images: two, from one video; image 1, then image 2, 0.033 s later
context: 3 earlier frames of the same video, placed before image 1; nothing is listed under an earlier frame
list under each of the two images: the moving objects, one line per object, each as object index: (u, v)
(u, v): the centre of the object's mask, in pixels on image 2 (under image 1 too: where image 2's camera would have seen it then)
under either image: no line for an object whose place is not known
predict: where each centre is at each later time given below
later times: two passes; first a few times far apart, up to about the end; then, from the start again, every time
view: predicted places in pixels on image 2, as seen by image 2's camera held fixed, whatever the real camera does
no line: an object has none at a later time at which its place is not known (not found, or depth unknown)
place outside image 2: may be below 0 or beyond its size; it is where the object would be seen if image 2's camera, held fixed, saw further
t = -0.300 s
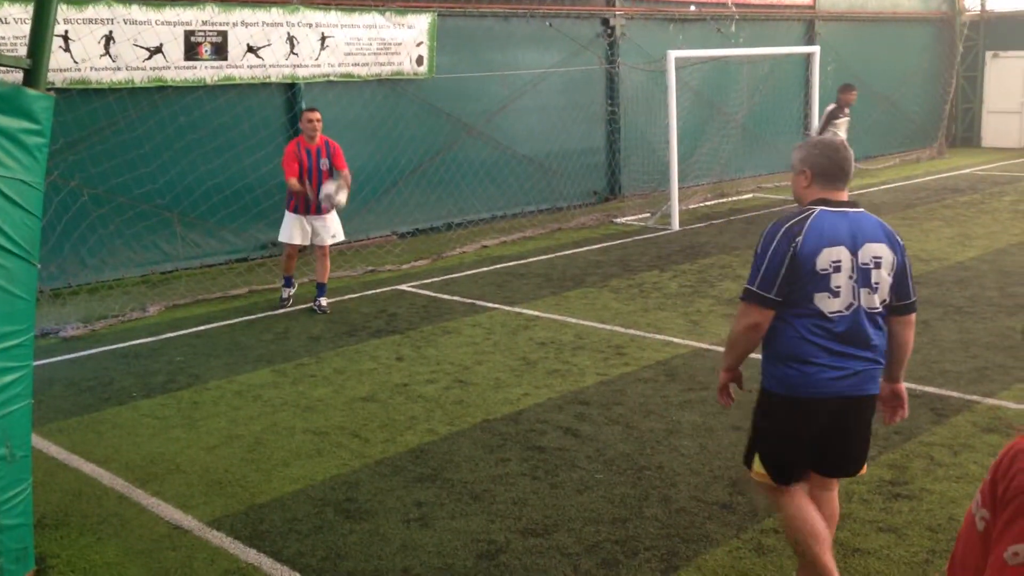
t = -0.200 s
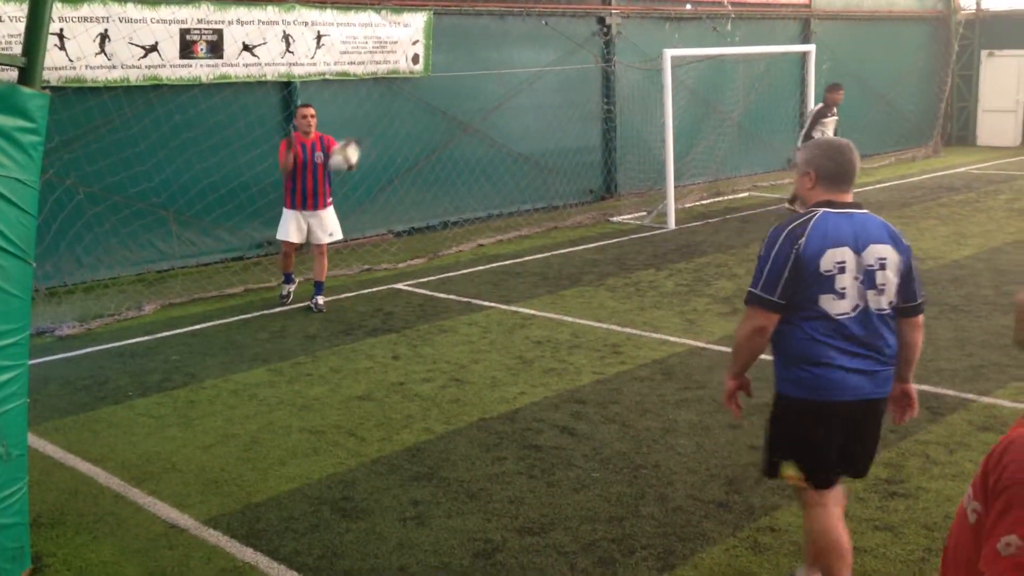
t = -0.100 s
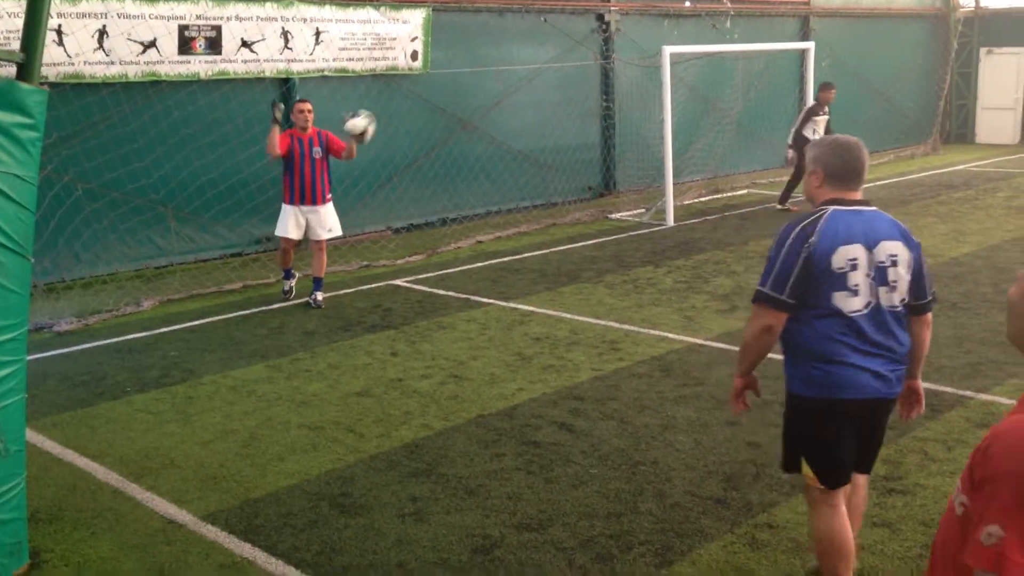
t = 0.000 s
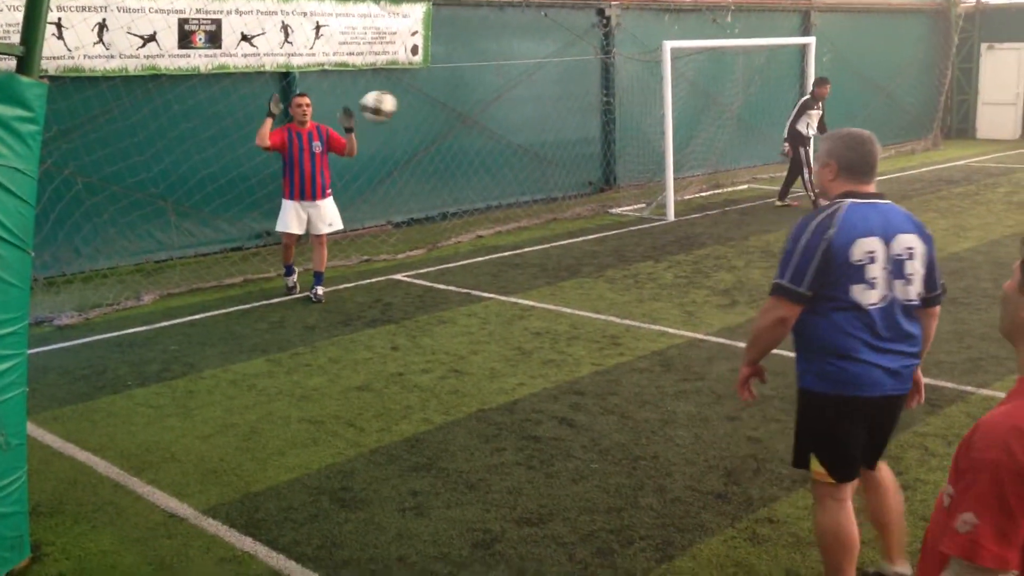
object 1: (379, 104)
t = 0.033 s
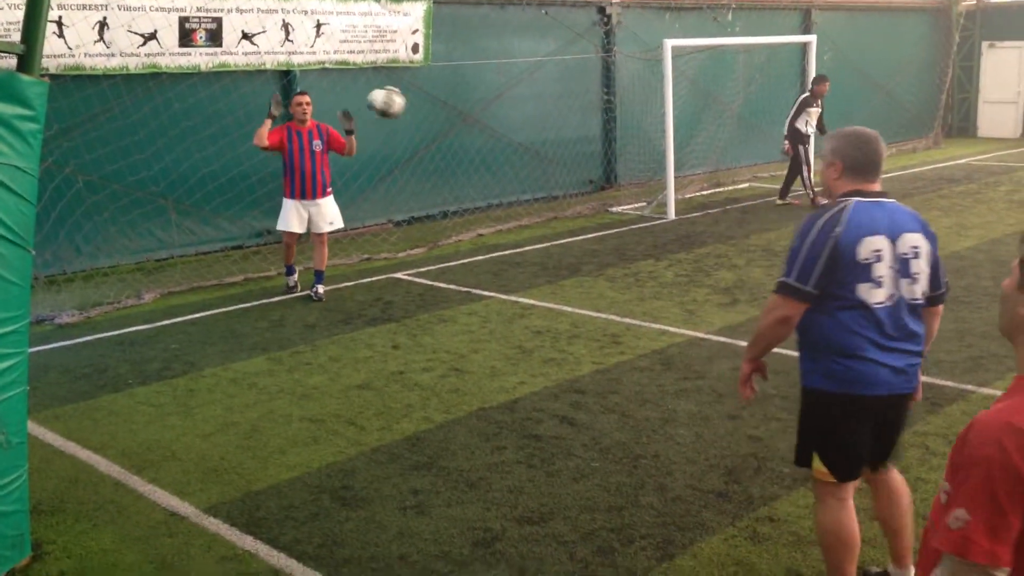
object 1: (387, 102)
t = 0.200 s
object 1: (427, 119)
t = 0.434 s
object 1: (501, 239)
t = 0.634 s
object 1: (587, 478)
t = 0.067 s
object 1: (393, 102)
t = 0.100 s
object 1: (401, 104)
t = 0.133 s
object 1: (409, 106)
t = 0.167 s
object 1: (417, 112)
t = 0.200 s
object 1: (427, 119)
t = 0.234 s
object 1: (436, 128)
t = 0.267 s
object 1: (446, 140)
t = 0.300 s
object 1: (456, 155)
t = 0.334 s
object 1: (467, 172)
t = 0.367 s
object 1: (479, 192)
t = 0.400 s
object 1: (489, 211)
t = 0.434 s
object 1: (501, 239)
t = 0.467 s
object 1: (514, 270)
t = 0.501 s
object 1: (527, 303)
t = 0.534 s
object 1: (541, 343)
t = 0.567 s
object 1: (558, 386)
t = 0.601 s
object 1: (571, 429)
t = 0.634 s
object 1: (587, 478)
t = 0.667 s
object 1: (598, 485)
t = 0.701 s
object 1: (609, 465)
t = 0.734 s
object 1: (620, 448)
